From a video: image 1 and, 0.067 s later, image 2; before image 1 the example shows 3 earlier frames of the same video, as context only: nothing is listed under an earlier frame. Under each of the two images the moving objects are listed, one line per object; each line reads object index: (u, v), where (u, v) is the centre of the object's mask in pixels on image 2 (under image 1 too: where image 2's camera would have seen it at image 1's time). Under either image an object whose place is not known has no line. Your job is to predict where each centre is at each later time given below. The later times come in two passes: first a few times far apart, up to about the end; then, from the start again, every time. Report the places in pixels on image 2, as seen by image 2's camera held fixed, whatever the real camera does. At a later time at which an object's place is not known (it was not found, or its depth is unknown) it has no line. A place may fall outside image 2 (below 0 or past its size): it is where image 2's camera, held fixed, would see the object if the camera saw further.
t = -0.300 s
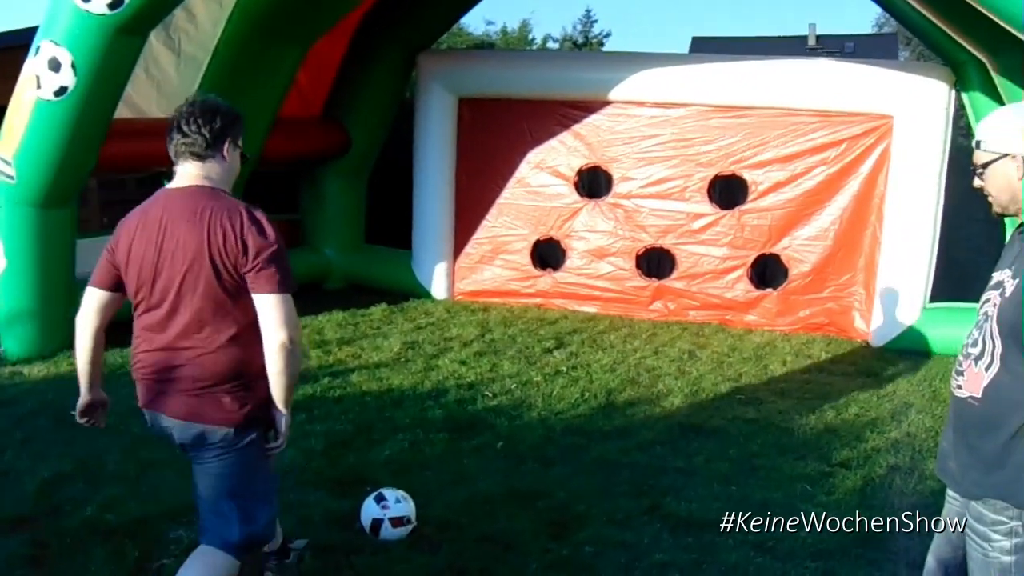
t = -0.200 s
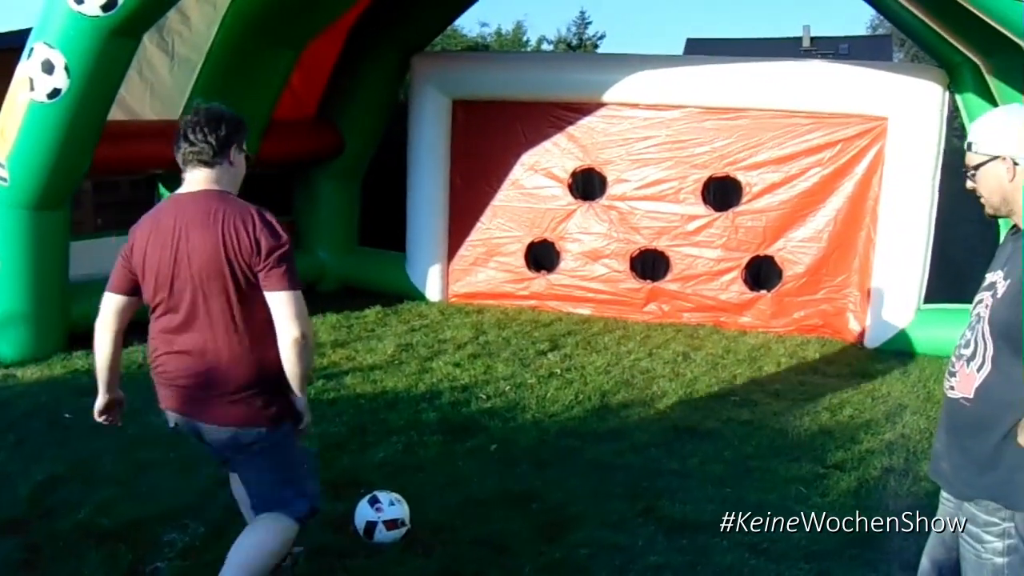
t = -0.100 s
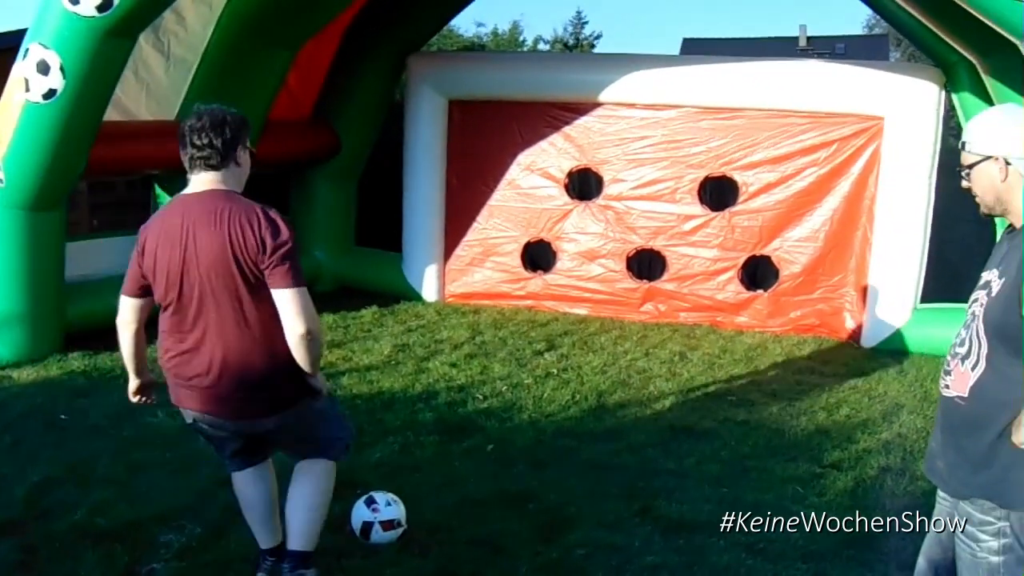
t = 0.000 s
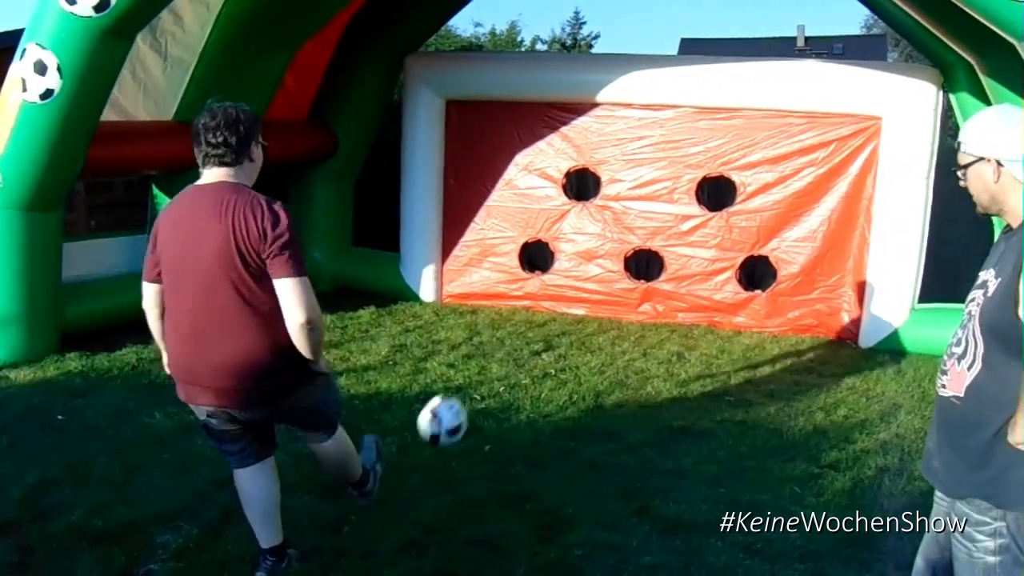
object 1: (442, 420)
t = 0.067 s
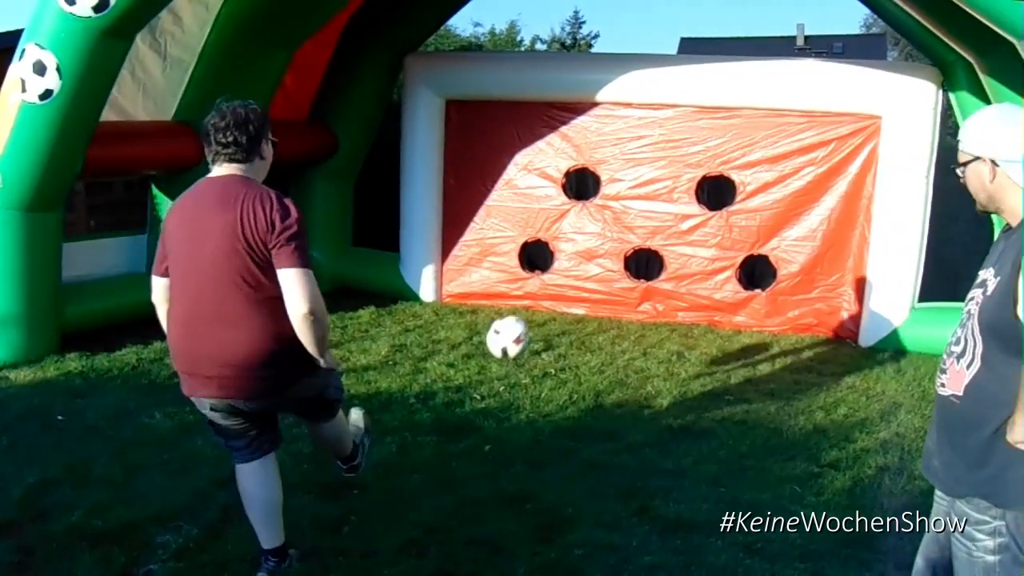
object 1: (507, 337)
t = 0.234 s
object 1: (613, 235)
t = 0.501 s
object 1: (648, 208)
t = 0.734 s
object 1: (633, 260)
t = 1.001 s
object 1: (621, 297)
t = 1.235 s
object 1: (617, 303)
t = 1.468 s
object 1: (613, 314)
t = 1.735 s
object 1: (611, 318)
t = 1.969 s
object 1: (612, 318)
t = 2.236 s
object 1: (610, 318)
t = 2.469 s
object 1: (609, 318)
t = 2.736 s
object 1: (607, 318)
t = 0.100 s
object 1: (533, 307)
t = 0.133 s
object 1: (557, 282)
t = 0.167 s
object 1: (578, 262)
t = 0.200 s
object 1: (597, 245)
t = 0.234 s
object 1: (613, 235)
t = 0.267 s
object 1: (627, 225)
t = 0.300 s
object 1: (639, 218)
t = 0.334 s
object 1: (652, 214)
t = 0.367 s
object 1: (657, 209)
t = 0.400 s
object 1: (655, 207)
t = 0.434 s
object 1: (652, 206)
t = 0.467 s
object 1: (650, 207)
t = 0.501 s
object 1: (648, 208)
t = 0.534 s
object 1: (646, 212)
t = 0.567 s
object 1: (644, 217)
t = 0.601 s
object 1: (642, 223)
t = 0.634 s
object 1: (639, 229)
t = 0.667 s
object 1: (637, 239)
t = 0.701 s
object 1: (635, 249)
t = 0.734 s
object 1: (633, 260)
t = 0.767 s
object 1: (631, 272)
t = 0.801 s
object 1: (628, 286)
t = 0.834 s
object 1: (626, 301)
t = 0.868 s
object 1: (623, 315)
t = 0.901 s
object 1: (623, 314)
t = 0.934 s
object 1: (623, 308)
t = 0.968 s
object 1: (622, 301)
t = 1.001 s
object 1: (621, 297)
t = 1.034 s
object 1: (621, 294)
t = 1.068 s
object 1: (620, 293)
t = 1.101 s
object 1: (619, 292)
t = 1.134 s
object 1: (619, 293)
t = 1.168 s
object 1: (618, 295)
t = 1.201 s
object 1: (617, 298)
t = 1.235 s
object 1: (617, 303)
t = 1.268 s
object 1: (616, 309)
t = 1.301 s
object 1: (615, 315)
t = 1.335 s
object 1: (615, 317)
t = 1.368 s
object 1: (614, 315)
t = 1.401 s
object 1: (614, 314)
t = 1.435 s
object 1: (614, 314)
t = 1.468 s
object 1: (613, 314)
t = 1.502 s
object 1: (613, 316)
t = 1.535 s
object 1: (612, 318)
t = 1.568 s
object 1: (612, 318)
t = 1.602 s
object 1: (611, 317)
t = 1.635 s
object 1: (611, 318)
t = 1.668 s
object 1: (611, 318)
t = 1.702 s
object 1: (611, 318)
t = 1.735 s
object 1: (611, 318)
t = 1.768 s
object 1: (611, 318)
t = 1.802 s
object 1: (611, 318)
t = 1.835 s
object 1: (611, 318)
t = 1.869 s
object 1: (612, 318)
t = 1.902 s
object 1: (611, 318)
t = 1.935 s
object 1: (612, 318)
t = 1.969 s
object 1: (612, 318)
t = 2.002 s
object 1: (611, 318)
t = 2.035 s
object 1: (611, 318)
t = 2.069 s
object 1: (611, 318)
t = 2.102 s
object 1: (611, 318)
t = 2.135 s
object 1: (611, 318)
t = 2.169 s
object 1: (610, 318)
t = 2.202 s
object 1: (610, 318)
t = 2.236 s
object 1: (610, 318)
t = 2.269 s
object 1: (610, 318)
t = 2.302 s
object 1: (609, 318)
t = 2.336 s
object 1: (609, 318)
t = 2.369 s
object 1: (609, 318)
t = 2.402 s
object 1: (609, 318)
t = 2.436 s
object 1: (609, 318)
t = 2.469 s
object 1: (609, 318)
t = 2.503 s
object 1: (608, 318)
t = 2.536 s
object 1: (608, 318)
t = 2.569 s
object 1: (608, 318)
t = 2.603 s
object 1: (608, 318)
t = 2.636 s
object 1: (608, 318)
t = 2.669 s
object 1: (607, 318)
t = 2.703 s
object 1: (607, 318)
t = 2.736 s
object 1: (607, 318)
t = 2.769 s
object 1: (607, 318)
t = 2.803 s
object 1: (607, 317)
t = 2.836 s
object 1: (606, 317)
